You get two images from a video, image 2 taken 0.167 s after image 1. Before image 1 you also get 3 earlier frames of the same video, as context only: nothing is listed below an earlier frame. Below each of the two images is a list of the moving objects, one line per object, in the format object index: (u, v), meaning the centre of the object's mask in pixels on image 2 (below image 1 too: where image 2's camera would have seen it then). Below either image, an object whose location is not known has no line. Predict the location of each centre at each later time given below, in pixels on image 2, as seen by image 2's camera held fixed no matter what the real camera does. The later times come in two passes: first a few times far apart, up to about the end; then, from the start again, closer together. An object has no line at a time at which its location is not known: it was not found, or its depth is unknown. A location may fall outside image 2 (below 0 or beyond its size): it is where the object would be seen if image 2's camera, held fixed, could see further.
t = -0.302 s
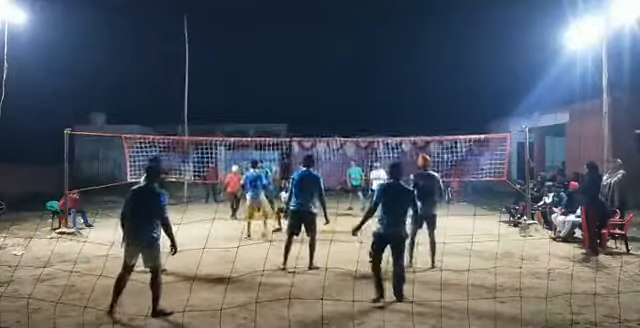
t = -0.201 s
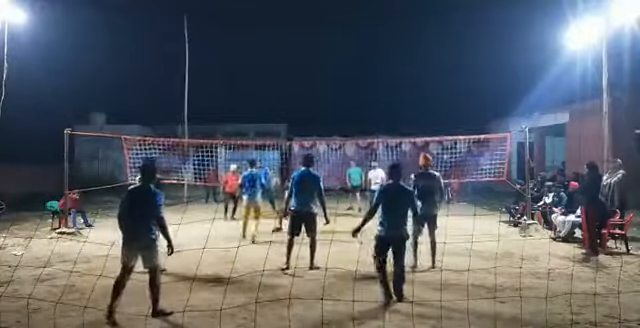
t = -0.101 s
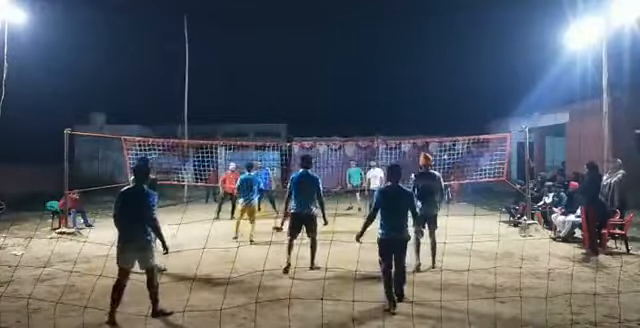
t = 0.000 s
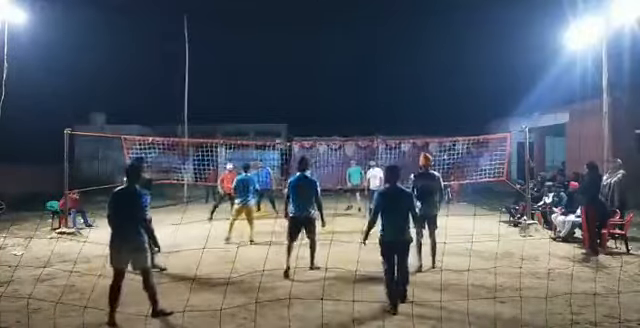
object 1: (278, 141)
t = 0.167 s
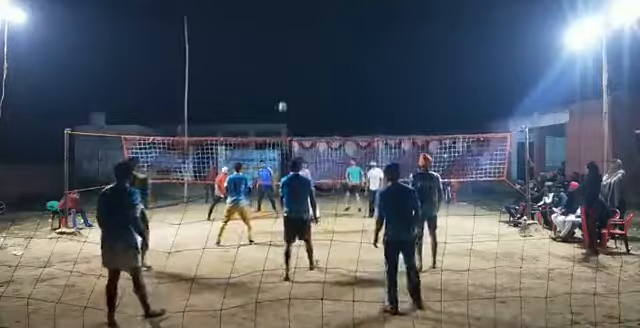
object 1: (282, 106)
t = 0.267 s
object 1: (284, 90)
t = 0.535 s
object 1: (290, 65)
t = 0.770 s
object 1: (294, 65)
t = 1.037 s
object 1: (299, 90)
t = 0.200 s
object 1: (283, 100)
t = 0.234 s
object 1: (284, 95)
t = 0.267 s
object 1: (284, 90)
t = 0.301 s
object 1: (285, 85)
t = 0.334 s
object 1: (285, 81)
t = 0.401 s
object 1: (287, 74)
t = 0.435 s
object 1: (288, 70)
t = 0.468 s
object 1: (288, 68)
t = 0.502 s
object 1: (289, 66)
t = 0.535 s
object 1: (290, 65)
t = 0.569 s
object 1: (290, 64)
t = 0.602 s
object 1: (291, 63)
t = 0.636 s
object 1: (291, 62)
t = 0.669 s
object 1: (292, 62)
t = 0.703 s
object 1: (293, 63)
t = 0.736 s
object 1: (293, 64)
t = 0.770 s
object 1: (294, 65)
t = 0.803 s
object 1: (295, 67)
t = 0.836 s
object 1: (295, 70)
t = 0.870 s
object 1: (296, 72)
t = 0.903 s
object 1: (296, 74)
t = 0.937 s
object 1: (297, 78)
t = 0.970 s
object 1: (298, 81)
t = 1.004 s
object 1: (298, 86)
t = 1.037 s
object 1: (299, 90)
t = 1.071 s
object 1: (299, 95)
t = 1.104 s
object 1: (300, 100)
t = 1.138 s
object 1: (300, 105)
